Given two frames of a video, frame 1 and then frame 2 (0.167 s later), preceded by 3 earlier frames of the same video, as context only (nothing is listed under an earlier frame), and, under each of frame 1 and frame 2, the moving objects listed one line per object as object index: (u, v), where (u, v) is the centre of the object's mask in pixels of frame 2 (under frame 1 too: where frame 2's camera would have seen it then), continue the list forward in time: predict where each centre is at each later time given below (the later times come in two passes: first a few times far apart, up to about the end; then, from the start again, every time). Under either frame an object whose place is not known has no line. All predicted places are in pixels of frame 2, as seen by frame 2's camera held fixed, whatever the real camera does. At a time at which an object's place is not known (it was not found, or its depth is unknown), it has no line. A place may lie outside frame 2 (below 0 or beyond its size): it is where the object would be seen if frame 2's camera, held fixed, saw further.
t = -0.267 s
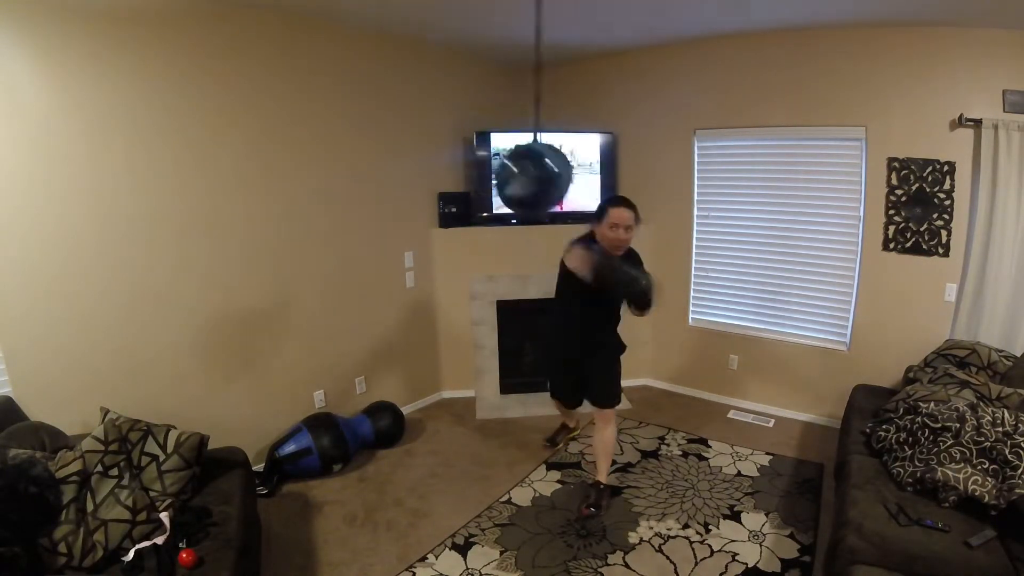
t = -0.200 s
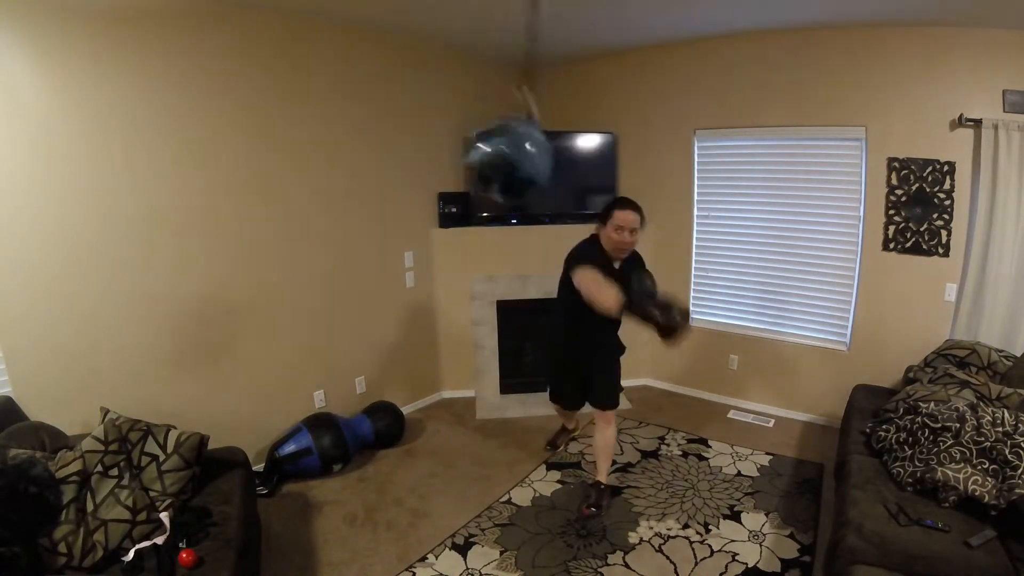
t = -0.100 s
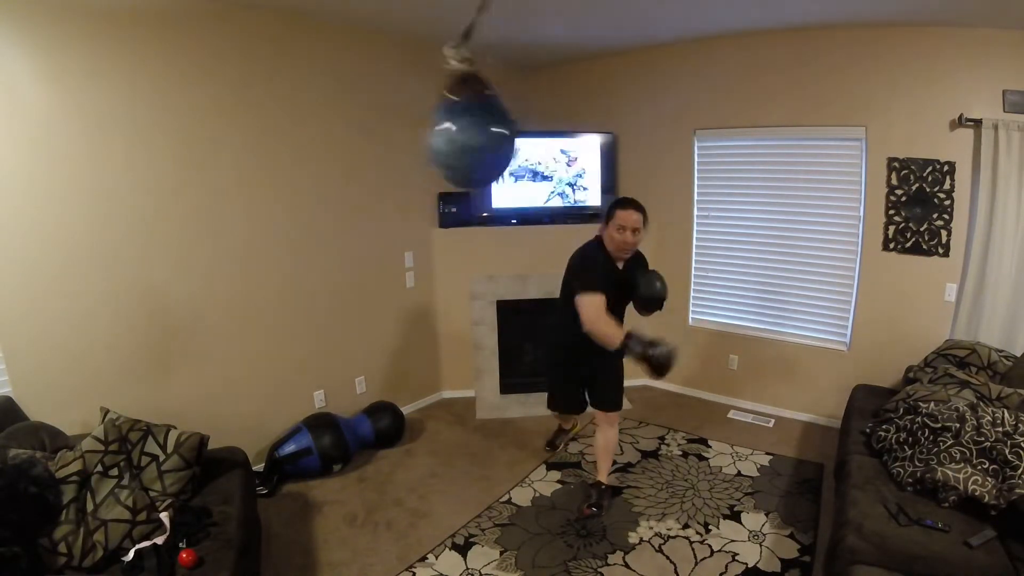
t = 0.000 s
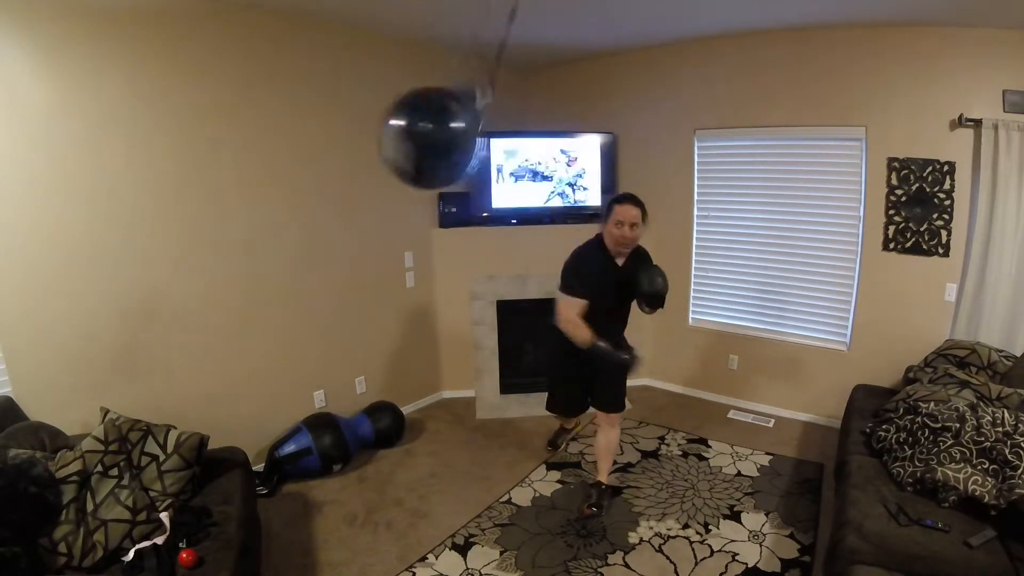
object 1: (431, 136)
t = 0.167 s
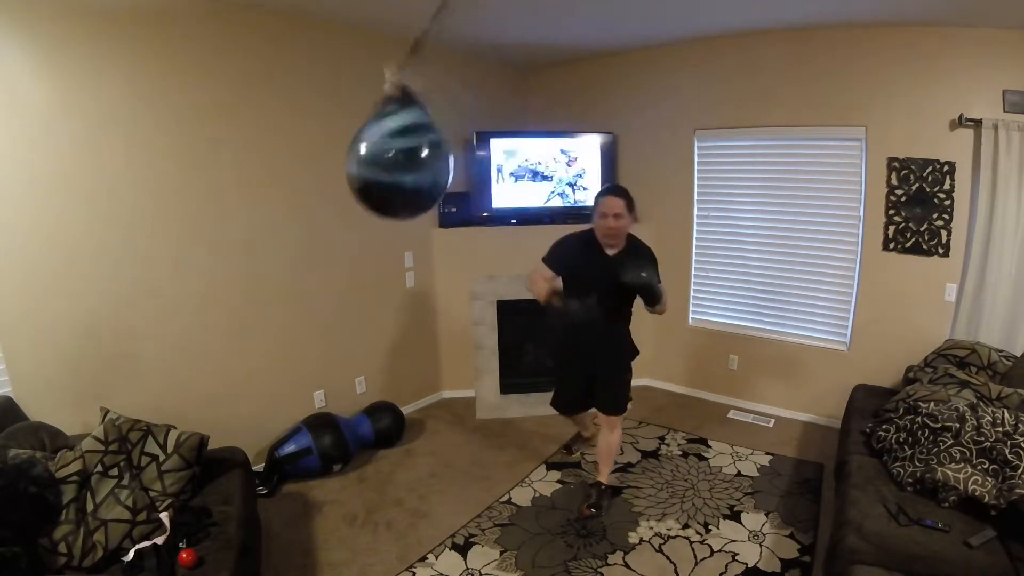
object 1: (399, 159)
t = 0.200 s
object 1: (398, 165)
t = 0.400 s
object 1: (437, 199)
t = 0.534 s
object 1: (484, 218)
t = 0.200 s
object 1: (398, 165)
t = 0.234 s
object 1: (400, 173)
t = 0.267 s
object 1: (405, 178)
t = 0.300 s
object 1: (411, 184)
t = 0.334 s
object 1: (421, 189)
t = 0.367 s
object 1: (430, 193)
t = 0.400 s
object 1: (437, 199)
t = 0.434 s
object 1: (448, 204)
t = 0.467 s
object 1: (459, 207)
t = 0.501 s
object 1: (471, 209)
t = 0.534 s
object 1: (484, 218)
